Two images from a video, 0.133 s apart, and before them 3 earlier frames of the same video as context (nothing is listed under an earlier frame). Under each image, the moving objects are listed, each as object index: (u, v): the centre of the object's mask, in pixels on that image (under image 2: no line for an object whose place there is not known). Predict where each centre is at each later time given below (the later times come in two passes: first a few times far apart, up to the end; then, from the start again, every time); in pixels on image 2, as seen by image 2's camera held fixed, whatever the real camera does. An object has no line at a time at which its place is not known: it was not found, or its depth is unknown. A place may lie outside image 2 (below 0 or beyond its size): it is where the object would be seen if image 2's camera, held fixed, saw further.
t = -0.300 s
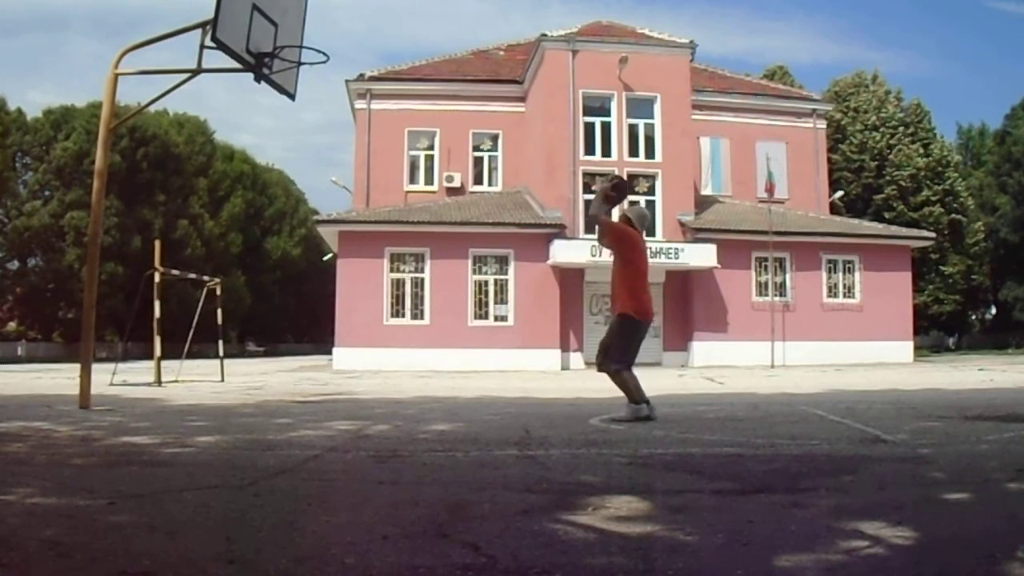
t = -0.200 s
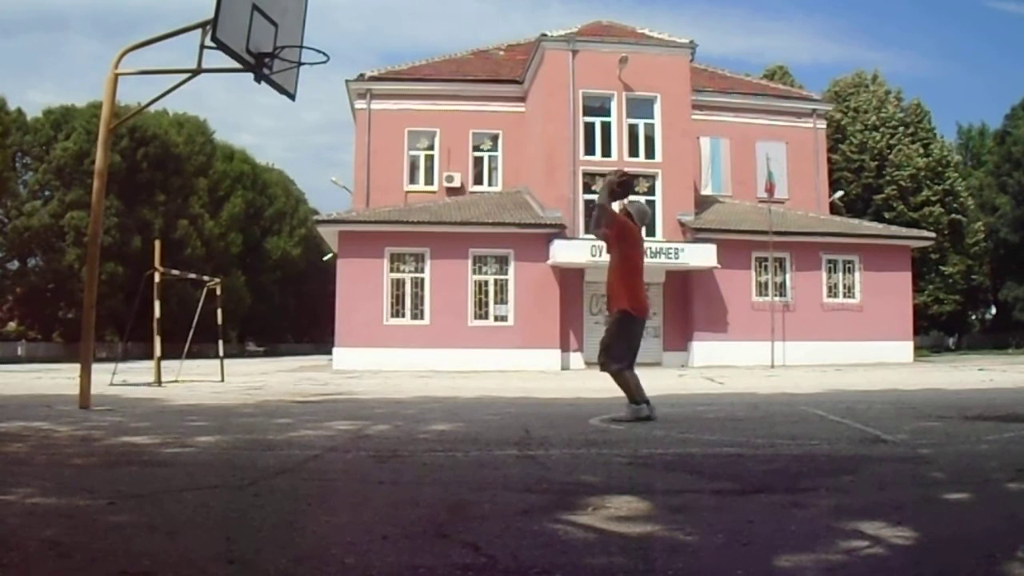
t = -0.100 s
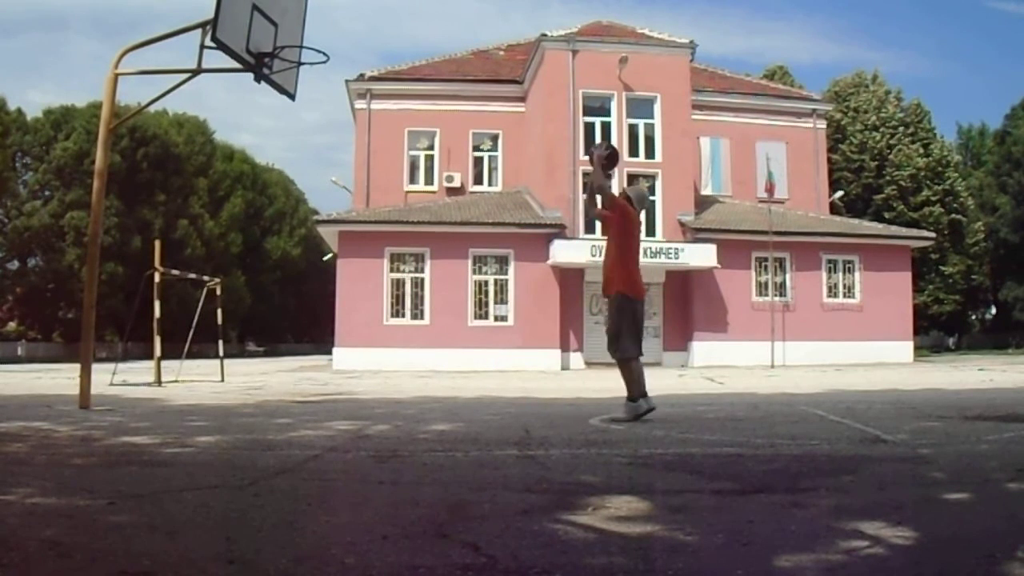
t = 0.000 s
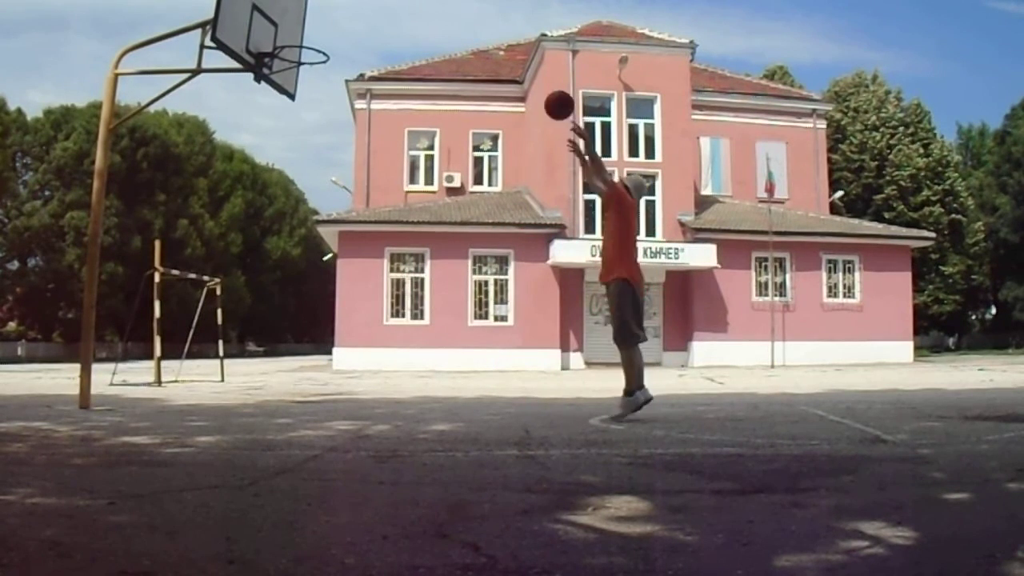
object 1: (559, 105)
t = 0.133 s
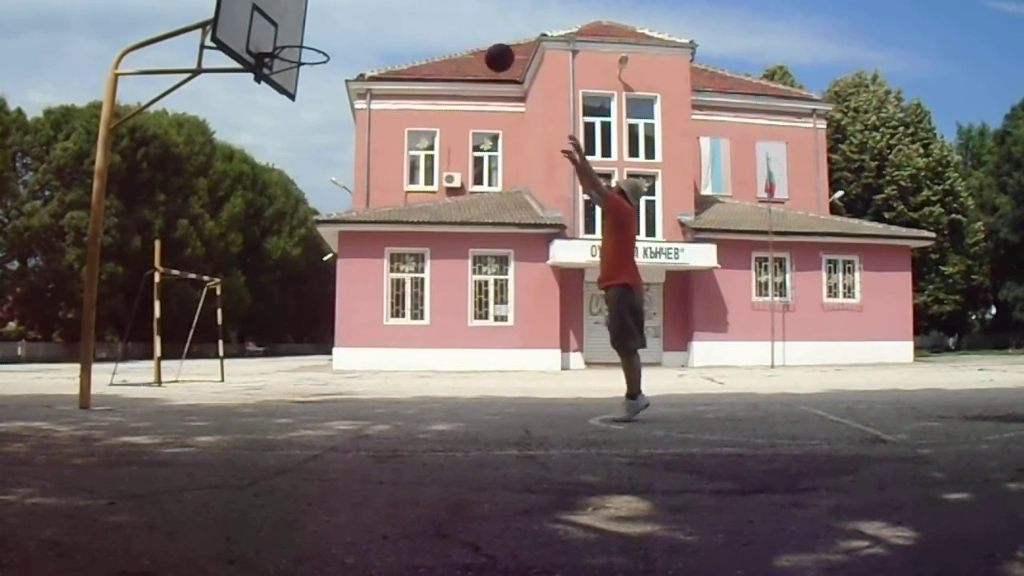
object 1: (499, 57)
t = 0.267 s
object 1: (443, 34)
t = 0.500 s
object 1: (349, 44)
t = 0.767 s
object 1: (392, 28)
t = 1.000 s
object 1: (441, 65)
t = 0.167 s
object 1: (485, 50)
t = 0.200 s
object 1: (471, 43)
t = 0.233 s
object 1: (457, 37)
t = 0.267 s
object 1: (443, 34)
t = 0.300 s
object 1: (429, 31)
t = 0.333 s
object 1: (415, 30)
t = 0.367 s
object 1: (402, 31)
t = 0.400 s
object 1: (388, 32)
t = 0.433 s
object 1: (375, 34)
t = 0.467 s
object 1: (362, 39)
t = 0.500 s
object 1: (349, 44)
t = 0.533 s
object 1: (339, 48)
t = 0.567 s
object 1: (347, 42)
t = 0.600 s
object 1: (355, 36)
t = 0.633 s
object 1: (363, 32)
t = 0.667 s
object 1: (370, 29)
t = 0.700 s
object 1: (377, 27)
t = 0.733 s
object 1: (385, 27)
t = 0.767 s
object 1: (392, 28)
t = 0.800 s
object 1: (399, 29)
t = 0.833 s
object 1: (406, 33)
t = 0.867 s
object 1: (413, 37)
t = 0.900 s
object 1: (420, 42)
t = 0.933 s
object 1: (427, 49)
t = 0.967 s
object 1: (434, 57)
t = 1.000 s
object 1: (441, 65)
